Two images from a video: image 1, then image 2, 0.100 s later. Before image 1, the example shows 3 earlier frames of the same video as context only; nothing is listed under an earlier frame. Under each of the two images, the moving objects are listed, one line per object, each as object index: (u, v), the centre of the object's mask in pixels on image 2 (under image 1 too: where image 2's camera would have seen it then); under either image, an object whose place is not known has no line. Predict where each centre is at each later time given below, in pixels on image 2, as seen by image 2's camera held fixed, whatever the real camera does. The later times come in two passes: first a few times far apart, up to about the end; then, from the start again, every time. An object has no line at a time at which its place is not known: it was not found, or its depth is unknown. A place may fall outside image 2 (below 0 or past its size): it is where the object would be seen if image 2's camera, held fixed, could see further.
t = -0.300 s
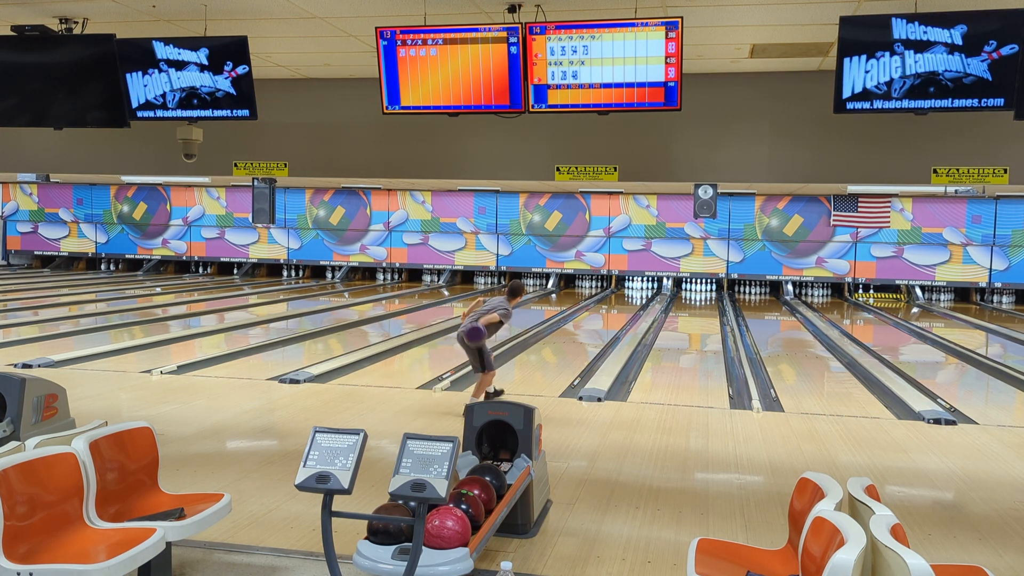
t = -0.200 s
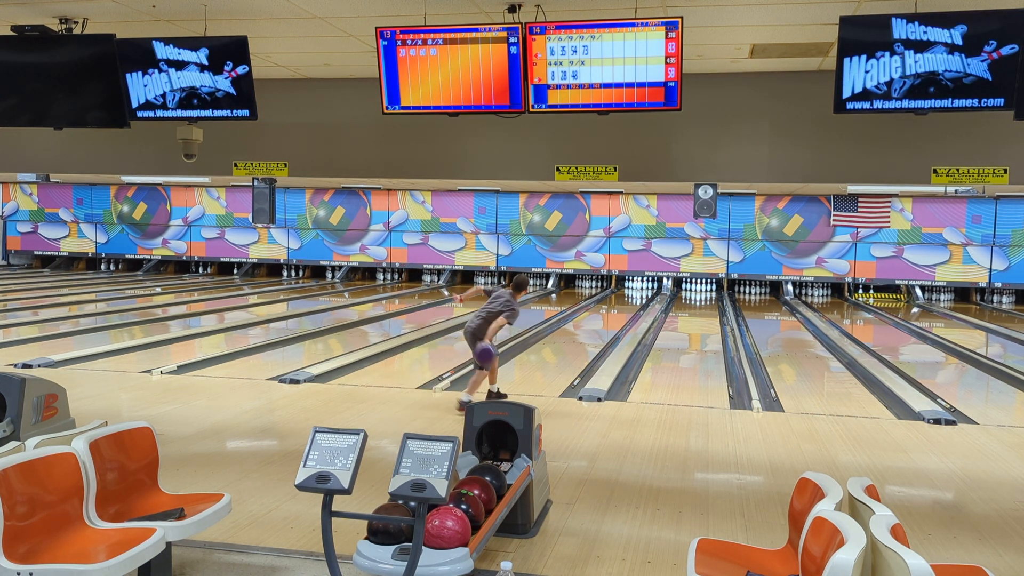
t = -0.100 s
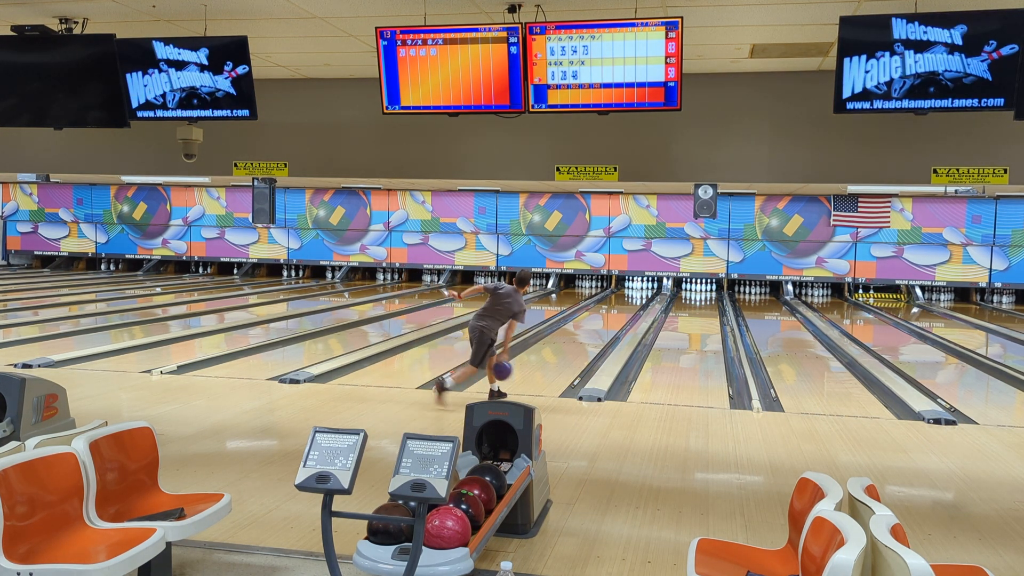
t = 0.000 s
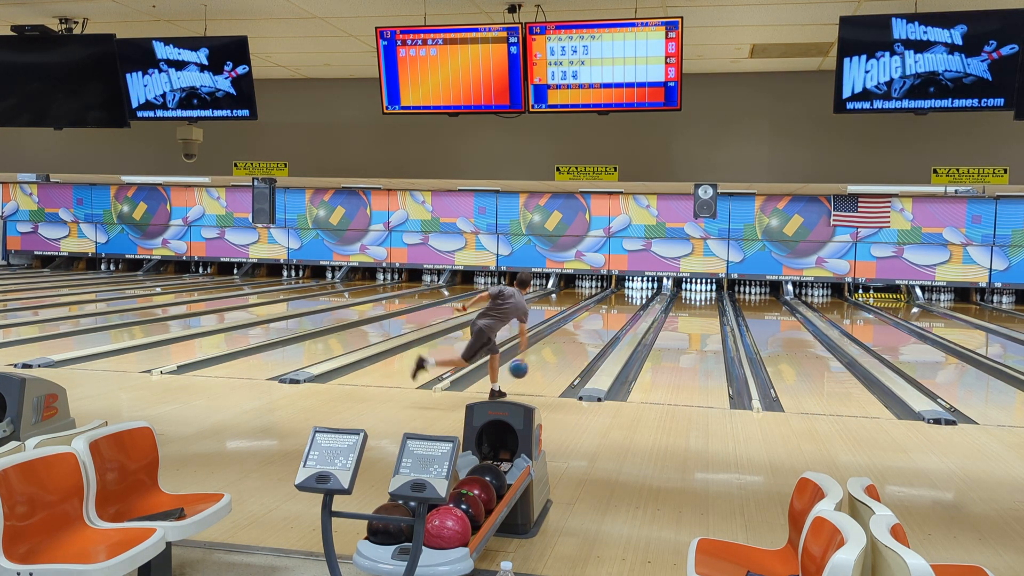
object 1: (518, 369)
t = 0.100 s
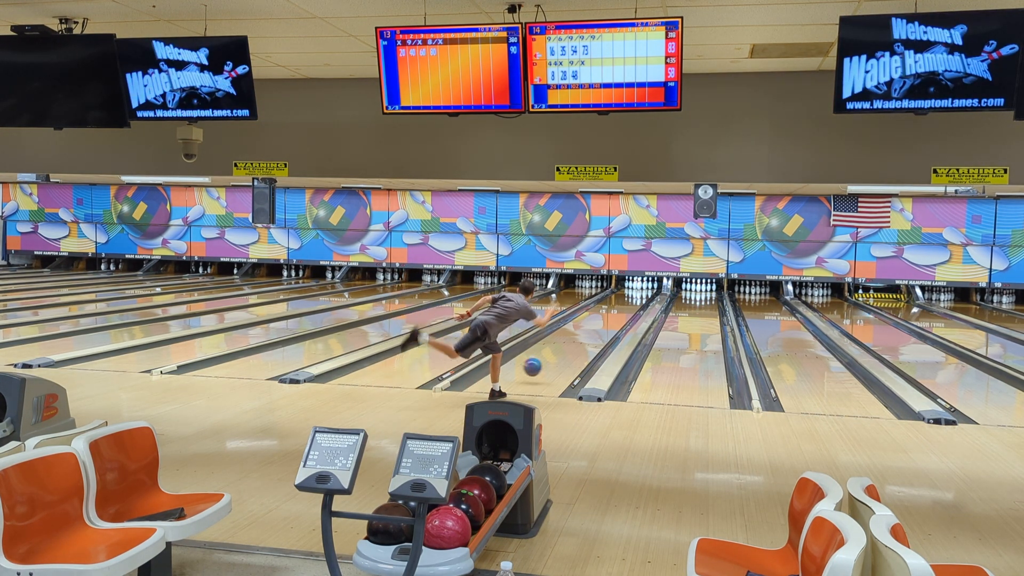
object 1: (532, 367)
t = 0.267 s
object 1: (552, 362)
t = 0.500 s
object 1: (574, 347)
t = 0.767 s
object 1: (594, 334)
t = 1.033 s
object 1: (609, 323)
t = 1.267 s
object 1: (619, 316)
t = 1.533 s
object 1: (628, 309)
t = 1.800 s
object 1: (635, 304)
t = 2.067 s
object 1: (639, 300)
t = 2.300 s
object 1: (643, 296)
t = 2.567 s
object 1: (645, 293)
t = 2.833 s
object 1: (647, 290)
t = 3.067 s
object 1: (649, 287)
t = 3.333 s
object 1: (653, 285)
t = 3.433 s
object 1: (653, 285)
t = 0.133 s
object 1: (536, 368)
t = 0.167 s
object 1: (541, 369)
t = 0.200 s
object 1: (545, 366)
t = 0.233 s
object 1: (549, 364)
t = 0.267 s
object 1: (552, 362)
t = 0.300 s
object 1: (556, 359)
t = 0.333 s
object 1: (559, 357)
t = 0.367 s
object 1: (562, 355)
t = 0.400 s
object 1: (566, 353)
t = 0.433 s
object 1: (569, 351)
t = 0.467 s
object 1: (571, 349)
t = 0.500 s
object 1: (574, 347)
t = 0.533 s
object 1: (577, 345)
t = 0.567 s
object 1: (580, 343)
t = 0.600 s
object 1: (582, 341)
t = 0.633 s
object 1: (585, 340)
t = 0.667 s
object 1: (587, 338)
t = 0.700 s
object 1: (590, 336)
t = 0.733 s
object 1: (592, 335)
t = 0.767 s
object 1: (594, 334)
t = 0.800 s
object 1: (596, 332)
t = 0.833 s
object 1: (598, 331)
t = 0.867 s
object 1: (600, 329)
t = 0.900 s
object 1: (602, 328)
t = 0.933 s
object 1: (604, 327)
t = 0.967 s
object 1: (605, 326)
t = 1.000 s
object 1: (607, 324)
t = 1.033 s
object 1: (609, 323)
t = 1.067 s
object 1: (610, 322)
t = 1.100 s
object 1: (612, 321)
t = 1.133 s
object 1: (613, 320)
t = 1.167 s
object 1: (615, 319)
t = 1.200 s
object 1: (616, 318)
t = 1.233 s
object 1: (617, 317)
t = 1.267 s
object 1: (619, 316)
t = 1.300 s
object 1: (620, 315)
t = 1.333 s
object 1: (621, 315)
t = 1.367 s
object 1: (623, 313)
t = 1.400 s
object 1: (624, 313)
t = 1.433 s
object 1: (625, 312)
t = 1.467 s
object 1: (626, 311)
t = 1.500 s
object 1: (627, 310)
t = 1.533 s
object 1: (628, 309)
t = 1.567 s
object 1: (629, 308)
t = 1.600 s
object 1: (630, 308)
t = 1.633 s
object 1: (631, 307)
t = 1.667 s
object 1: (631, 306)
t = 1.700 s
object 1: (632, 306)
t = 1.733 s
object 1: (633, 305)
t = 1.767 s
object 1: (634, 304)
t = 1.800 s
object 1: (635, 304)
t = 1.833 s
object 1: (635, 303)
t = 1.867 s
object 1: (636, 303)
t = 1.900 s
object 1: (637, 302)
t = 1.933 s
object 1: (637, 301)
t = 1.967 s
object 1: (638, 301)
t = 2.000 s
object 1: (638, 300)
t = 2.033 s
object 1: (639, 300)
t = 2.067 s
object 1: (639, 300)
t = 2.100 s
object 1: (640, 299)
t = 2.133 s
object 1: (641, 298)
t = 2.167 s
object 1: (641, 298)
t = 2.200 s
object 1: (641, 297)
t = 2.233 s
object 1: (642, 297)
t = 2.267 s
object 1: (643, 296)
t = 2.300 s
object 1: (643, 296)
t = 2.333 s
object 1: (643, 296)
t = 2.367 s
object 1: (644, 296)
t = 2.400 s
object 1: (644, 295)
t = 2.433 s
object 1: (644, 295)
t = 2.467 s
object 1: (644, 294)
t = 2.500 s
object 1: (645, 294)
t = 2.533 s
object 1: (645, 293)
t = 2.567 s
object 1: (645, 293)
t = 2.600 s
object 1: (645, 293)
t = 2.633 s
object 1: (645, 293)
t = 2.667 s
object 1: (645, 292)
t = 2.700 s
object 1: (645, 292)
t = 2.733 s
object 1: (646, 291)
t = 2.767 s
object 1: (646, 291)
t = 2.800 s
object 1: (646, 290)
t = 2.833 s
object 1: (647, 290)
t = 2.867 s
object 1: (647, 290)
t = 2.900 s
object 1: (647, 289)
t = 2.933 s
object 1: (648, 289)
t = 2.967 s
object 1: (648, 288)
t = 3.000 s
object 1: (648, 288)
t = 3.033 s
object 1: (648, 288)
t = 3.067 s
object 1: (649, 287)
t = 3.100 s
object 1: (649, 287)
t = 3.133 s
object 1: (649, 287)
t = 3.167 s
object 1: (649, 286)
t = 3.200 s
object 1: (650, 286)
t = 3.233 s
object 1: (650, 286)
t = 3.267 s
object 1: (651, 285)
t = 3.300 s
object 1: (652, 286)
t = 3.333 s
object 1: (653, 285)
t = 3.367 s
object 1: (653, 285)
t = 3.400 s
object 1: (653, 285)
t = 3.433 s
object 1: (653, 285)
